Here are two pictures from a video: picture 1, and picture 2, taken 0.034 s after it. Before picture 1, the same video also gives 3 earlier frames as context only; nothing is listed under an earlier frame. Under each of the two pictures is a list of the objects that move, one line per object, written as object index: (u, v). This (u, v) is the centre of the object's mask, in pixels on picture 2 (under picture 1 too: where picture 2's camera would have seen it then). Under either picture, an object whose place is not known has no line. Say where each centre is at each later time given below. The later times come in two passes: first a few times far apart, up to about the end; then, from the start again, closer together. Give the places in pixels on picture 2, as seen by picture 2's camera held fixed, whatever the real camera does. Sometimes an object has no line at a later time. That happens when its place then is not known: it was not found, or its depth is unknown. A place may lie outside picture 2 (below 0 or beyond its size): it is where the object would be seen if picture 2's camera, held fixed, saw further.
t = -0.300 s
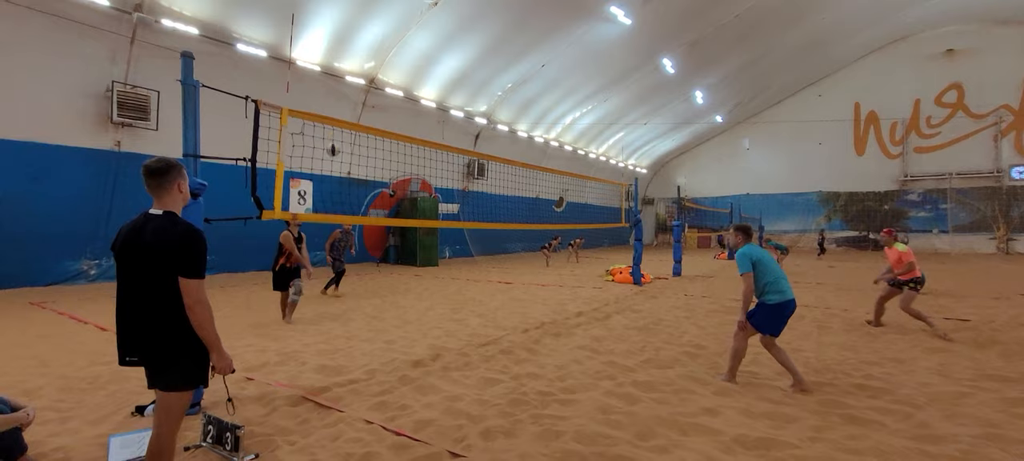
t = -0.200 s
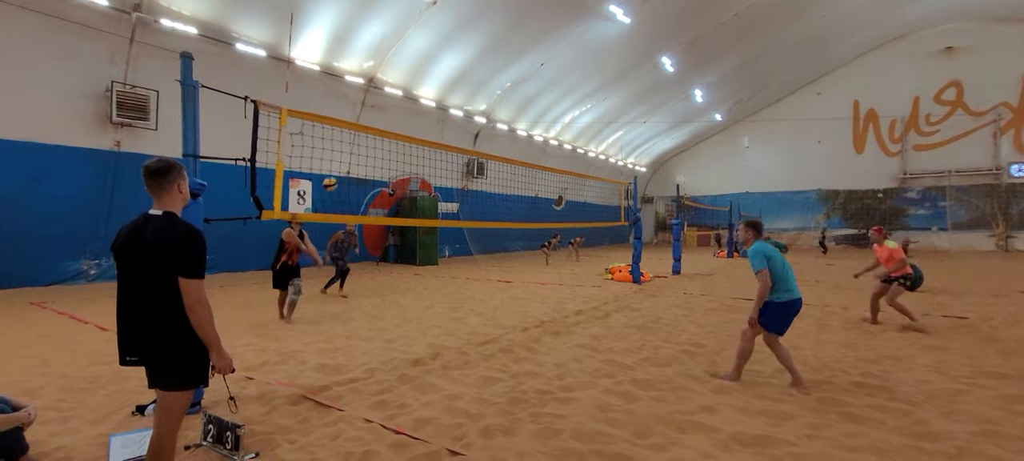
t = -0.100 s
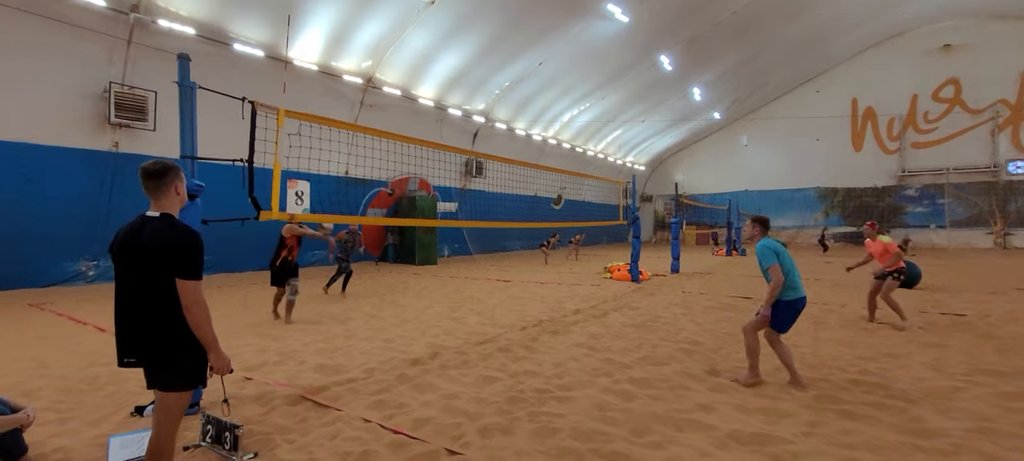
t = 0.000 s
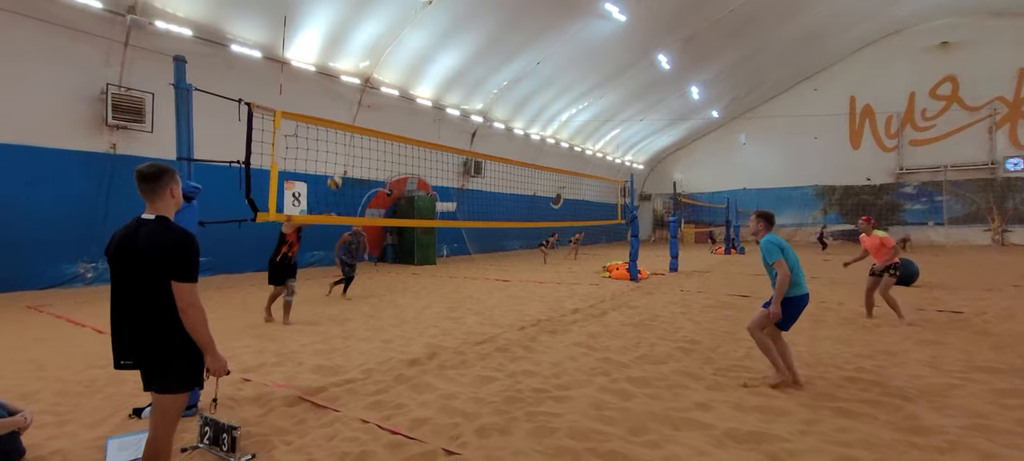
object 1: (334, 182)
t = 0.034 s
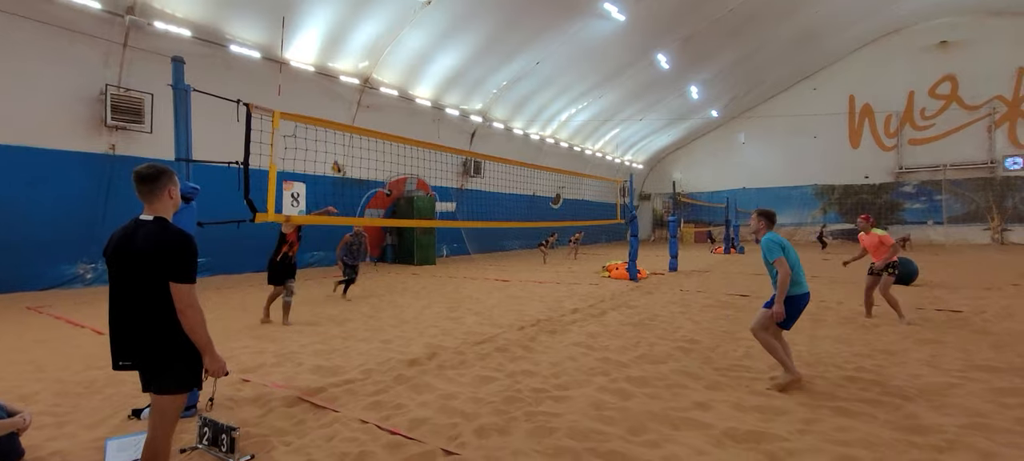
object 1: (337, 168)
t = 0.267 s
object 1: (361, 77)
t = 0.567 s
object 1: (385, 21)
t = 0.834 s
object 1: (407, 18)
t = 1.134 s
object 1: (429, 59)
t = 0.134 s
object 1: (347, 121)
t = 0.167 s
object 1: (351, 110)
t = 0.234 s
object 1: (357, 89)
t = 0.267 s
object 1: (361, 77)
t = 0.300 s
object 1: (363, 69)
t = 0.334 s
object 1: (366, 60)
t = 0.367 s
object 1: (369, 52)
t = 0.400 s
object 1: (371, 46)
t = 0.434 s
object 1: (374, 39)
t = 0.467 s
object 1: (377, 34)
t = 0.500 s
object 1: (380, 28)
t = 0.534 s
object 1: (383, 24)
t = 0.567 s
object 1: (385, 21)
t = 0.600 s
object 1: (388, 19)
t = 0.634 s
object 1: (391, 17)
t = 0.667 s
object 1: (394, 15)
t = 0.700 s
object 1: (396, 14)
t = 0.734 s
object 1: (399, 14)
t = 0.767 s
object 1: (402, 15)
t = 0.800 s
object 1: (404, 16)
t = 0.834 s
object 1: (407, 18)
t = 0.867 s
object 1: (410, 20)
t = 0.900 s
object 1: (412, 23)
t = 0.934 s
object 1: (415, 26)
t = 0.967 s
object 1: (417, 31)
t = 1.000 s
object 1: (420, 35)
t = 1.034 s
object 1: (422, 41)
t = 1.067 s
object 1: (425, 46)
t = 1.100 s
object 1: (427, 52)
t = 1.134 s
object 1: (429, 59)
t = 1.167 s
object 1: (432, 66)
